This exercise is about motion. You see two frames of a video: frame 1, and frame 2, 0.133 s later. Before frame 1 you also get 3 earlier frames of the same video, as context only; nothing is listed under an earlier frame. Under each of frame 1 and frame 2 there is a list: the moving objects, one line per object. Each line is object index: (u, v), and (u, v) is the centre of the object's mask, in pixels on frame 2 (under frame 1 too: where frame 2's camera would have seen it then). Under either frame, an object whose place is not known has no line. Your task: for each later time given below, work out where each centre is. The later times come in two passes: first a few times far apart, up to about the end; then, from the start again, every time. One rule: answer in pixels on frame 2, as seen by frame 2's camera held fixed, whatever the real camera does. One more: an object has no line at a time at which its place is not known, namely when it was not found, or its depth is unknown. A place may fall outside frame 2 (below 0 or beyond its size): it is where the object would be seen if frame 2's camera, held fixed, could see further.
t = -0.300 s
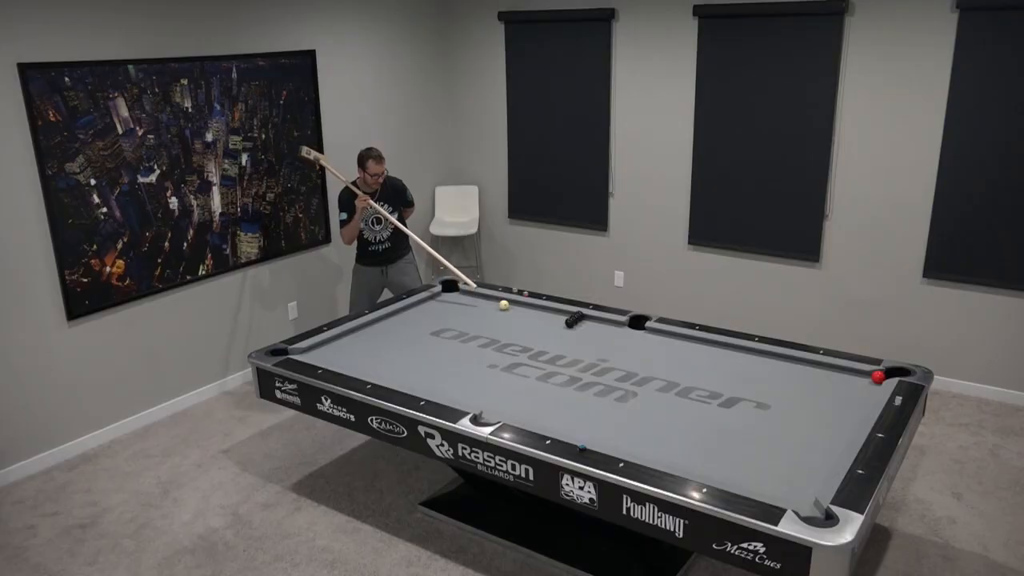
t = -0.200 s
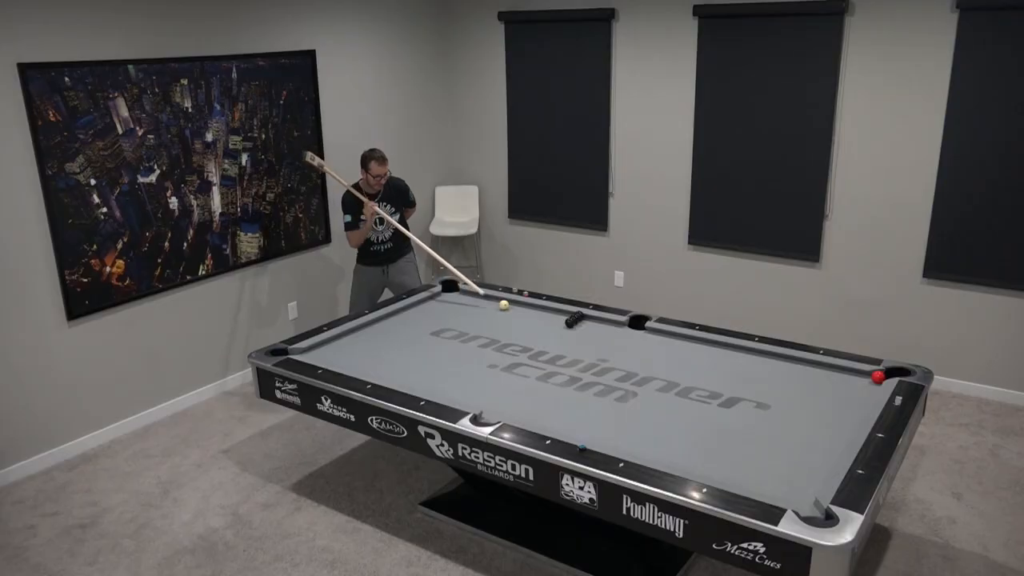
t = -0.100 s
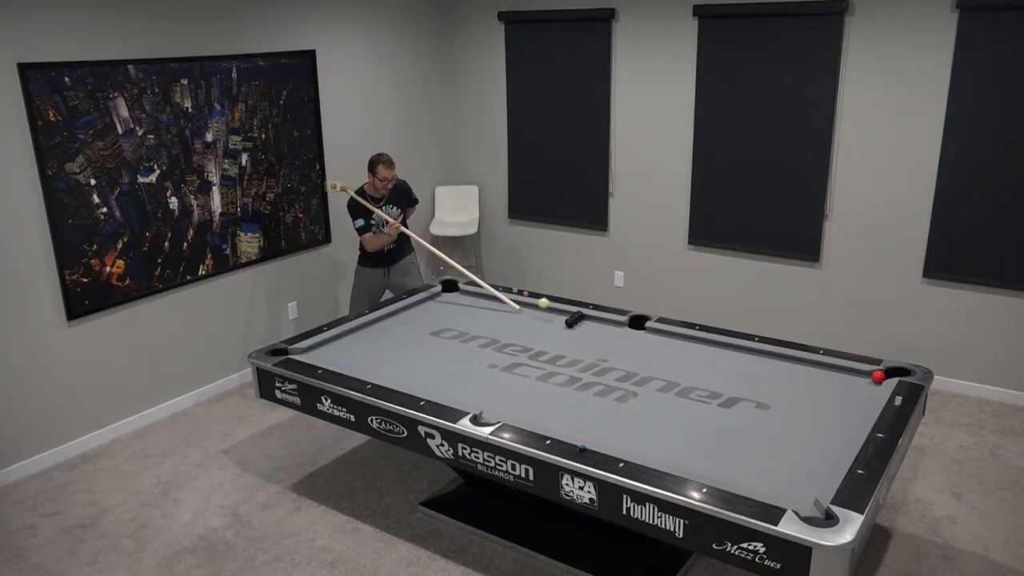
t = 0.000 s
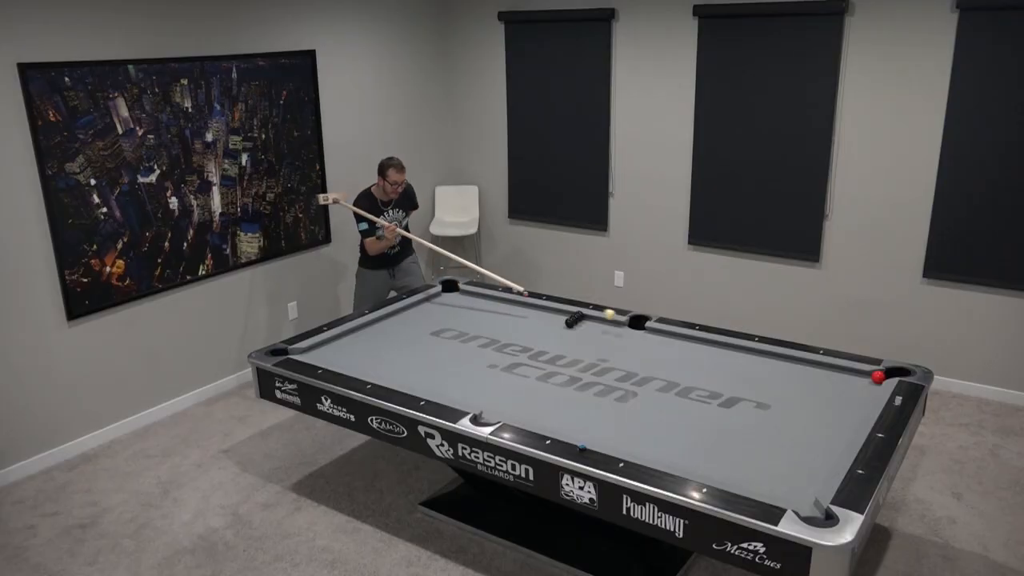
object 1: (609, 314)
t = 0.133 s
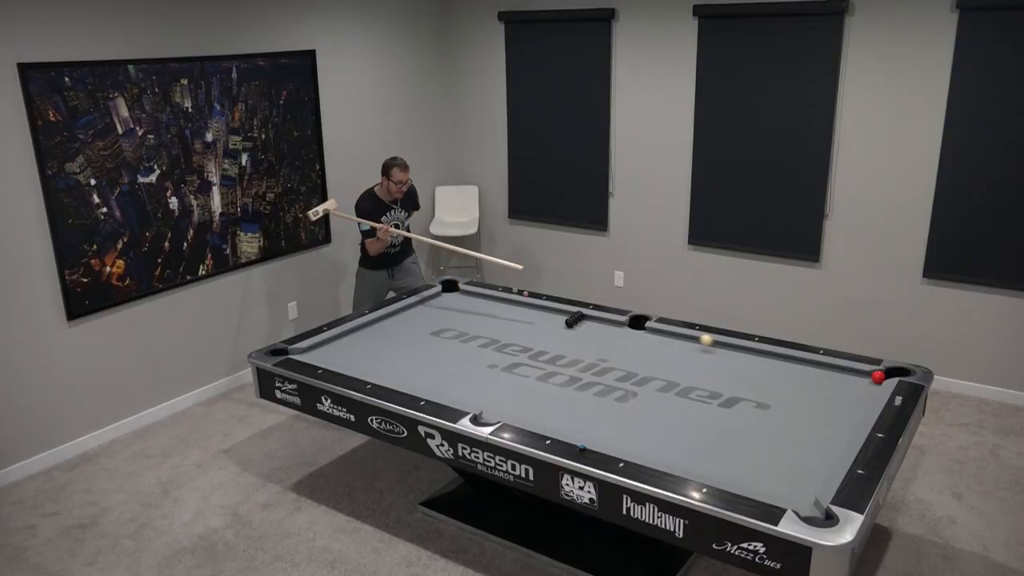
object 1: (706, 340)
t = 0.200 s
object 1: (757, 351)
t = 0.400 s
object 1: (871, 385)
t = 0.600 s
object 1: (842, 398)
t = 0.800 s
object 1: (811, 409)
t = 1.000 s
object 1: (778, 421)
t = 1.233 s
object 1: (739, 436)
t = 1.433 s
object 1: (704, 448)
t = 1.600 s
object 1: (674, 459)
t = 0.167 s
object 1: (731, 345)
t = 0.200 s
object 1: (757, 351)
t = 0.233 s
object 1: (785, 360)
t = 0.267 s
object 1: (812, 365)
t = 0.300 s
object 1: (840, 370)
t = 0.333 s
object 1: (865, 376)
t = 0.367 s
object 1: (868, 379)
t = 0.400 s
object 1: (871, 385)
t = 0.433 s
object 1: (871, 388)
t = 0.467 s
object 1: (865, 390)
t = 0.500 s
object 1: (859, 392)
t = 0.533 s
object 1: (853, 394)
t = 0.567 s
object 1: (847, 396)
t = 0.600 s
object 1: (842, 398)
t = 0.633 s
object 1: (837, 400)
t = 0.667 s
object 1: (831, 402)
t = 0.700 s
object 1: (826, 403)
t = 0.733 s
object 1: (821, 405)
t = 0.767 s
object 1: (816, 407)
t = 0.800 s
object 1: (811, 409)
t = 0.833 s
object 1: (806, 411)
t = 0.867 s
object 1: (800, 413)
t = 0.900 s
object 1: (795, 415)
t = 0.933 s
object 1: (789, 417)
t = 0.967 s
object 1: (784, 419)
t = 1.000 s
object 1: (778, 421)
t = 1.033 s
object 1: (773, 423)
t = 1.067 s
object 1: (767, 425)
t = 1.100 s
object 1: (762, 427)
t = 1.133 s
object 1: (756, 429)
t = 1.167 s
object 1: (750, 431)
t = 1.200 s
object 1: (745, 433)
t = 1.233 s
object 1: (739, 436)
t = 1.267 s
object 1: (733, 438)
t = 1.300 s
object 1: (727, 440)
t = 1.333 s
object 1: (721, 442)
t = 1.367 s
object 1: (716, 444)
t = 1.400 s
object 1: (710, 446)
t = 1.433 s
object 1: (704, 448)
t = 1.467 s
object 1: (698, 450)
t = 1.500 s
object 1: (692, 452)
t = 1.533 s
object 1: (686, 455)
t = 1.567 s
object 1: (680, 457)
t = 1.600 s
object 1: (674, 459)
